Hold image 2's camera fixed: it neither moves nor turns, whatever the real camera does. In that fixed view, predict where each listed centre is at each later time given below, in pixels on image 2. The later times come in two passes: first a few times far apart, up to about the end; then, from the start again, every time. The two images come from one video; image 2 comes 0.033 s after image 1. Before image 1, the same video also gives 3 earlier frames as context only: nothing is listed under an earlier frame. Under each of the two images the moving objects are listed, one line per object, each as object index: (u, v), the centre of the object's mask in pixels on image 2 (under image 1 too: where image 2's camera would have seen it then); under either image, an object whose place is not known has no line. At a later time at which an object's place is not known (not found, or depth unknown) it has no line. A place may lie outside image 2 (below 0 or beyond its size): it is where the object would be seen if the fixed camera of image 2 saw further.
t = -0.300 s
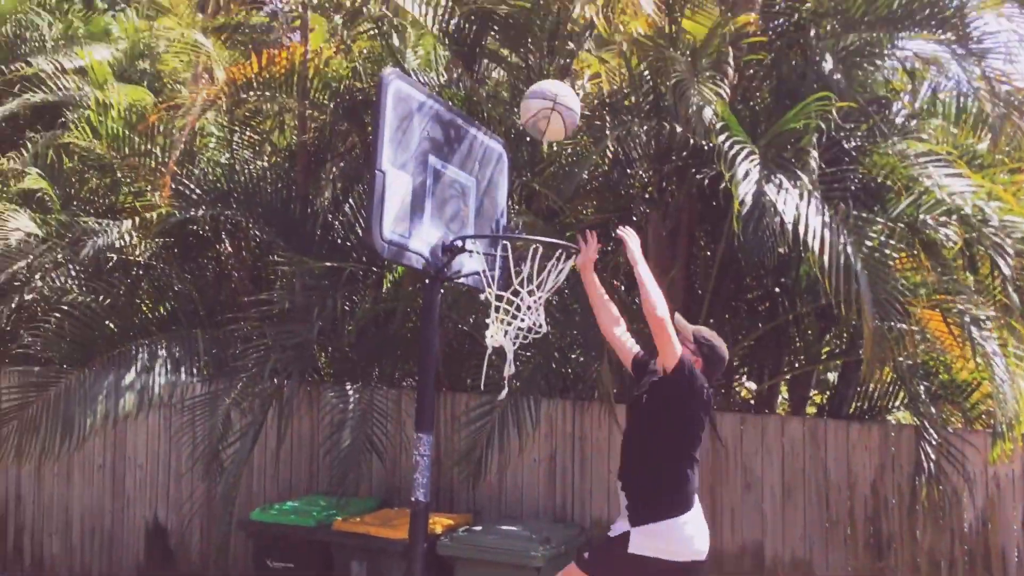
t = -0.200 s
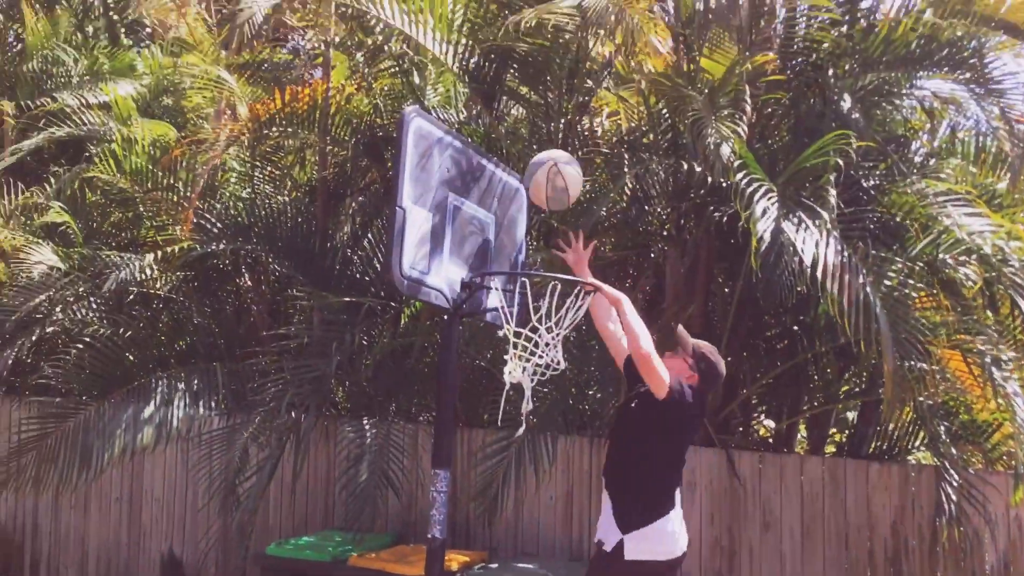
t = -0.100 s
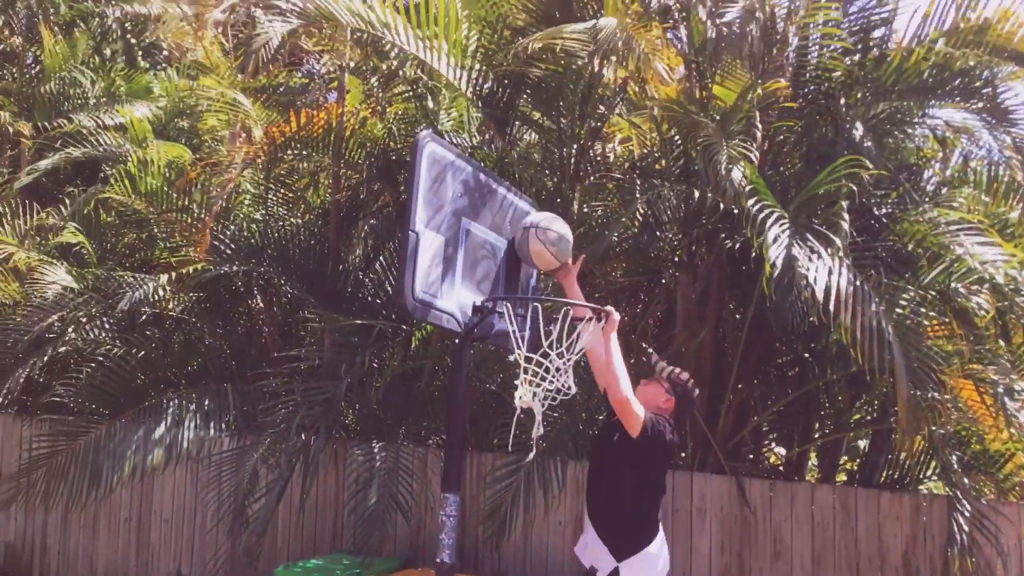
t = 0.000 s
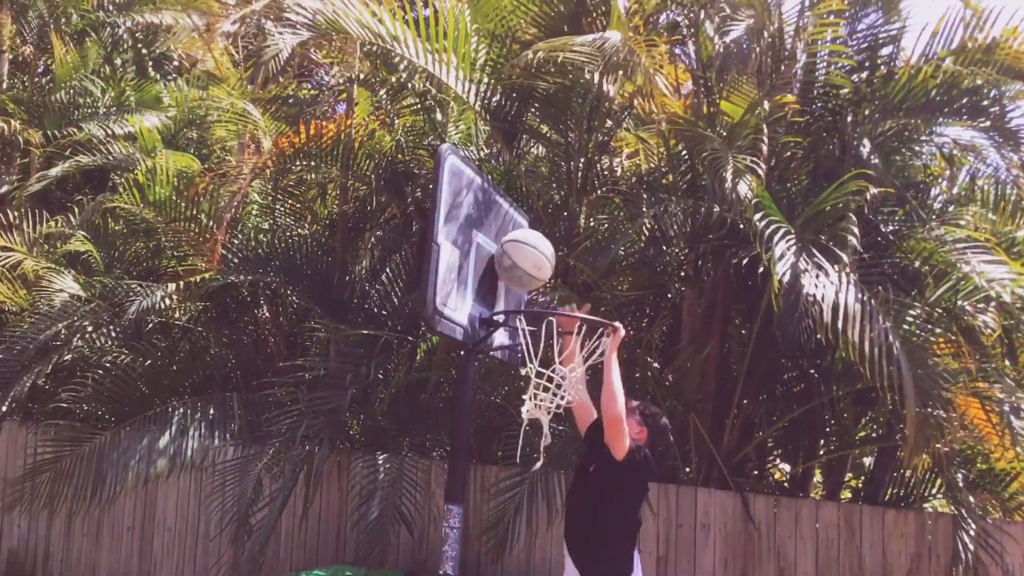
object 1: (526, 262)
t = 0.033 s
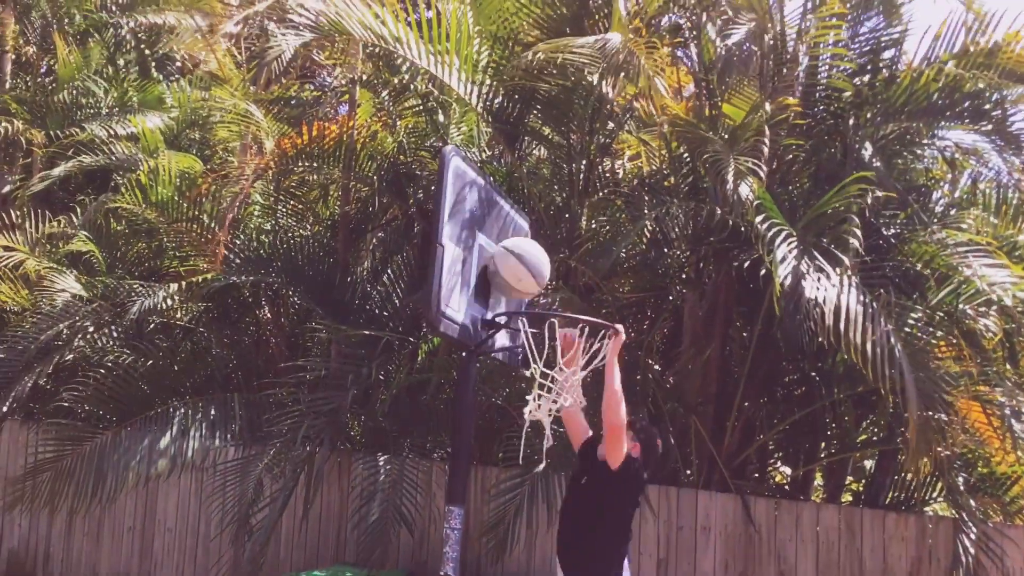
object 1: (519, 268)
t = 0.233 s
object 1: (546, 231)
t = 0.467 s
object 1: (607, 254)
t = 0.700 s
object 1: (679, 455)
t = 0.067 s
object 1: (513, 278)
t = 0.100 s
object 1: (512, 280)
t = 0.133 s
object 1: (521, 264)
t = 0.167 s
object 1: (529, 251)
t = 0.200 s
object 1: (538, 240)
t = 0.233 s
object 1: (546, 231)
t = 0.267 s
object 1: (554, 225)
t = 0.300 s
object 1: (563, 222)
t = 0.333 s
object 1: (572, 222)
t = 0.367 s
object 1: (581, 225)
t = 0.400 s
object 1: (589, 231)
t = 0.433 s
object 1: (598, 241)
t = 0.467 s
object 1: (607, 254)
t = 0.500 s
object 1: (617, 270)
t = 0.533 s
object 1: (626, 291)
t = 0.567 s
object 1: (636, 315)
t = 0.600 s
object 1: (646, 343)
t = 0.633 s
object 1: (657, 375)
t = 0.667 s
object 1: (668, 412)
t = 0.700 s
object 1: (679, 455)
